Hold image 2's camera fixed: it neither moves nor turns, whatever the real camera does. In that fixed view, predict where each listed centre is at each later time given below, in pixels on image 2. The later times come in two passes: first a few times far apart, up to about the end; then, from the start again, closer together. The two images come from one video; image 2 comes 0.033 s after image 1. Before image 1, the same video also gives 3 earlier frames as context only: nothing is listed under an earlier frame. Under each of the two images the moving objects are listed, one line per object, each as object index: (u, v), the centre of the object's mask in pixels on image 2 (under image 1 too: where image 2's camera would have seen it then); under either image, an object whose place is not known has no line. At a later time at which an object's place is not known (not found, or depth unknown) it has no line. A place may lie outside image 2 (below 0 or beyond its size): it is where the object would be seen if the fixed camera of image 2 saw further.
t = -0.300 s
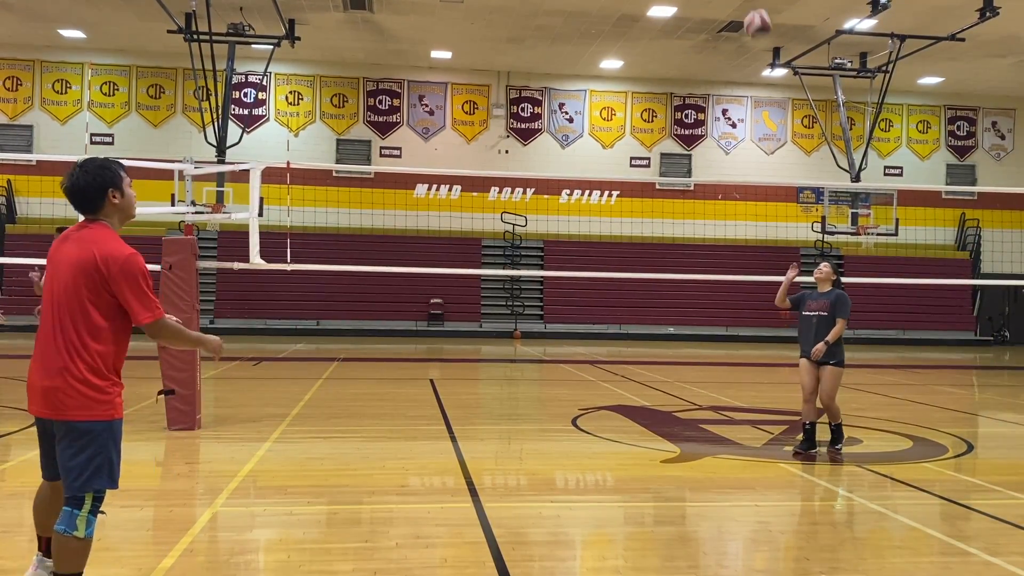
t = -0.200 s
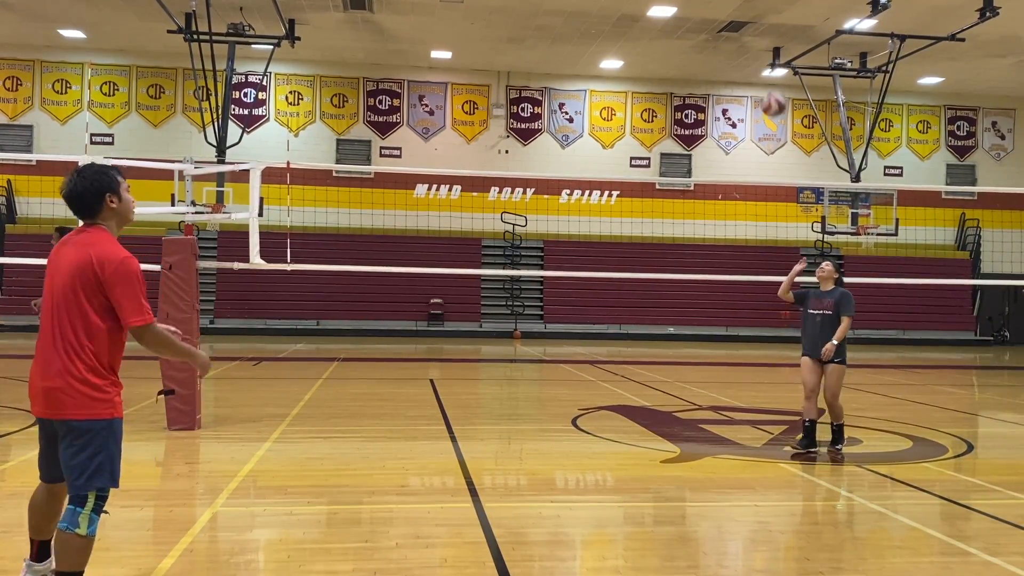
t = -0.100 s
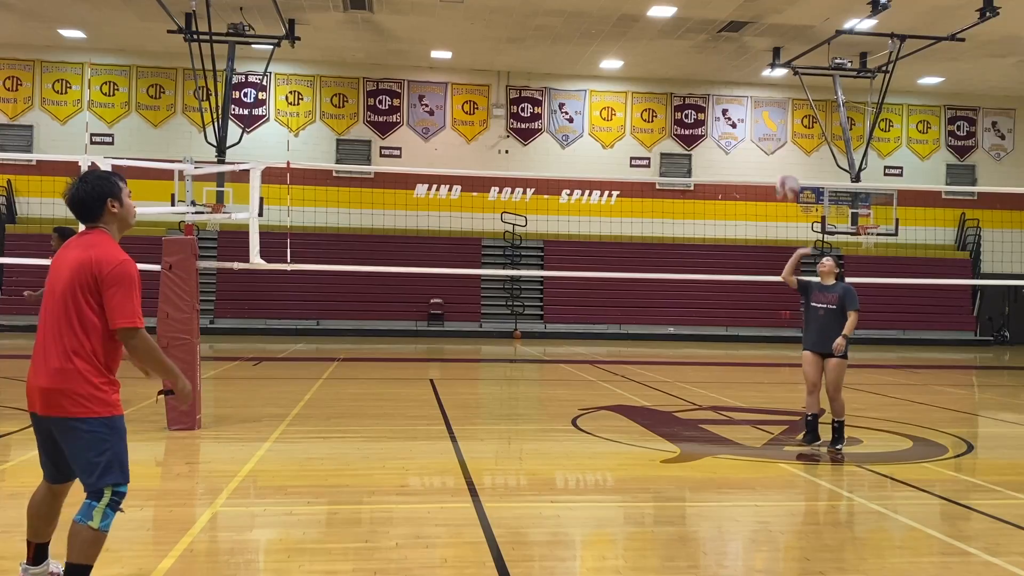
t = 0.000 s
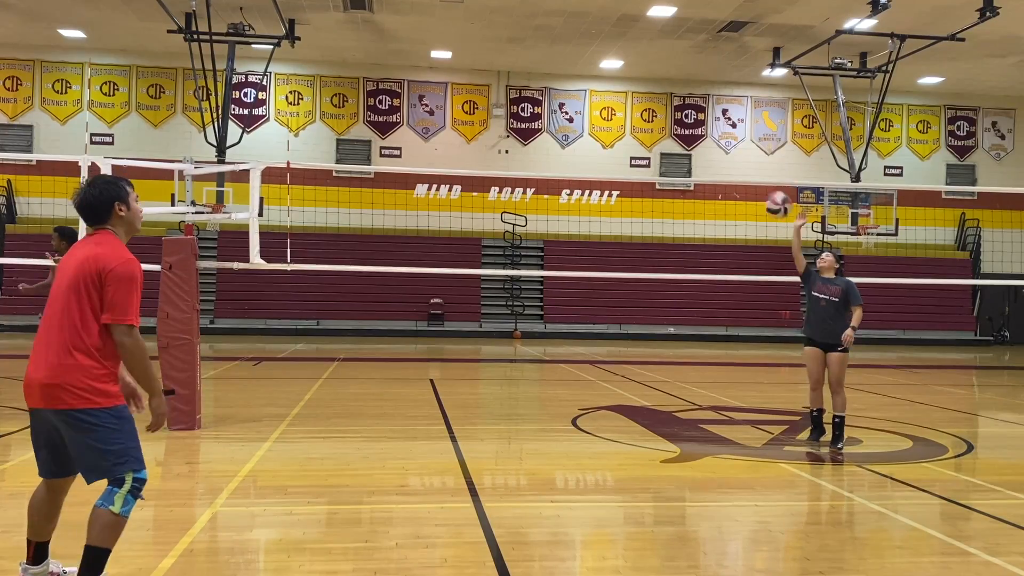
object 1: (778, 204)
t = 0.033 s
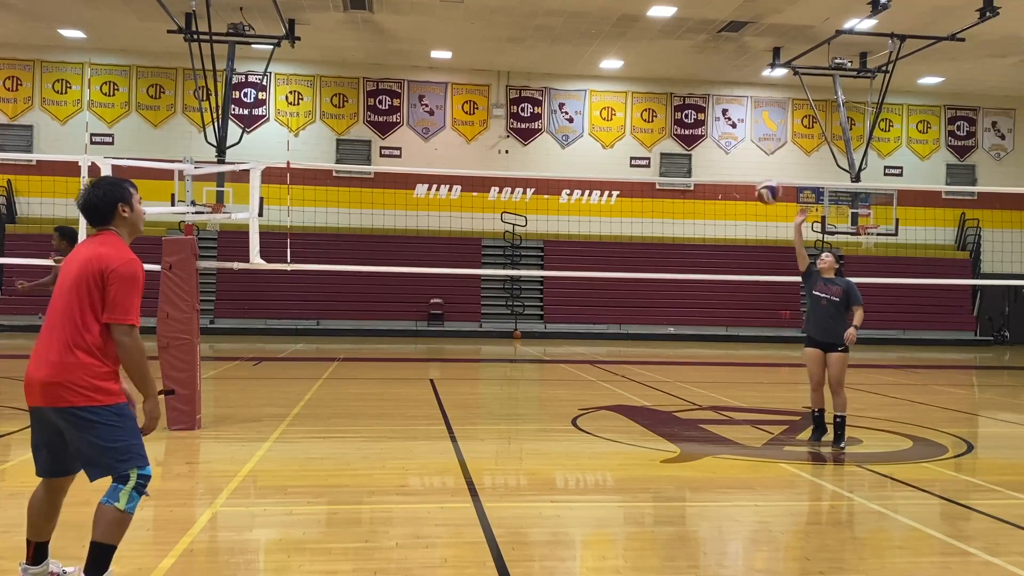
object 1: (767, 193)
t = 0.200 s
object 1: (715, 141)
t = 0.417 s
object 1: (629, 123)
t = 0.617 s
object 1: (527, 176)
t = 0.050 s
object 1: (764, 186)
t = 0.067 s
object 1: (759, 179)
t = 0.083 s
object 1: (754, 173)
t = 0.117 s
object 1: (743, 163)
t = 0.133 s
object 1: (738, 157)
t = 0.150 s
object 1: (732, 152)
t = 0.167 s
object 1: (727, 150)
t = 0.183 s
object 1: (721, 144)
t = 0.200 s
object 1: (715, 141)
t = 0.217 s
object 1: (709, 136)
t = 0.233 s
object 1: (703, 133)
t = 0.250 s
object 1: (696, 130)
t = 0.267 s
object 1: (690, 128)
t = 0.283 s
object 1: (684, 125)
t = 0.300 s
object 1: (678, 123)
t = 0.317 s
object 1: (671, 122)
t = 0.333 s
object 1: (664, 121)
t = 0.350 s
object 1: (657, 121)
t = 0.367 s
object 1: (651, 120)
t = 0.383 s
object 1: (644, 120)
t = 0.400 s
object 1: (637, 122)
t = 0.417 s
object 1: (629, 123)
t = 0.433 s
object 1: (621, 124)
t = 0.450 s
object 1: (614, 126)
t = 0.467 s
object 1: (606, 129)
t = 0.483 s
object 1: (598, 132)
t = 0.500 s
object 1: (590, 136)
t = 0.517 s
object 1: (581, 139)
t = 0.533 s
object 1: (572, 143)
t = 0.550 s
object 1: (564, 148)
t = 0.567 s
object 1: (555, 155)
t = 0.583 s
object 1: (546, 160)
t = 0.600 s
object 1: (536, 169)
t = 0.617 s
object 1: (527, 176)
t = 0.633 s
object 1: (518, 184)
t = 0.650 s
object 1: (508, 193)
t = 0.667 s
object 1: (497, 202)
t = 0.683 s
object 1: (488, 213)
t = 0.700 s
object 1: (477, 224)
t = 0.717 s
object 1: (466, 236)
